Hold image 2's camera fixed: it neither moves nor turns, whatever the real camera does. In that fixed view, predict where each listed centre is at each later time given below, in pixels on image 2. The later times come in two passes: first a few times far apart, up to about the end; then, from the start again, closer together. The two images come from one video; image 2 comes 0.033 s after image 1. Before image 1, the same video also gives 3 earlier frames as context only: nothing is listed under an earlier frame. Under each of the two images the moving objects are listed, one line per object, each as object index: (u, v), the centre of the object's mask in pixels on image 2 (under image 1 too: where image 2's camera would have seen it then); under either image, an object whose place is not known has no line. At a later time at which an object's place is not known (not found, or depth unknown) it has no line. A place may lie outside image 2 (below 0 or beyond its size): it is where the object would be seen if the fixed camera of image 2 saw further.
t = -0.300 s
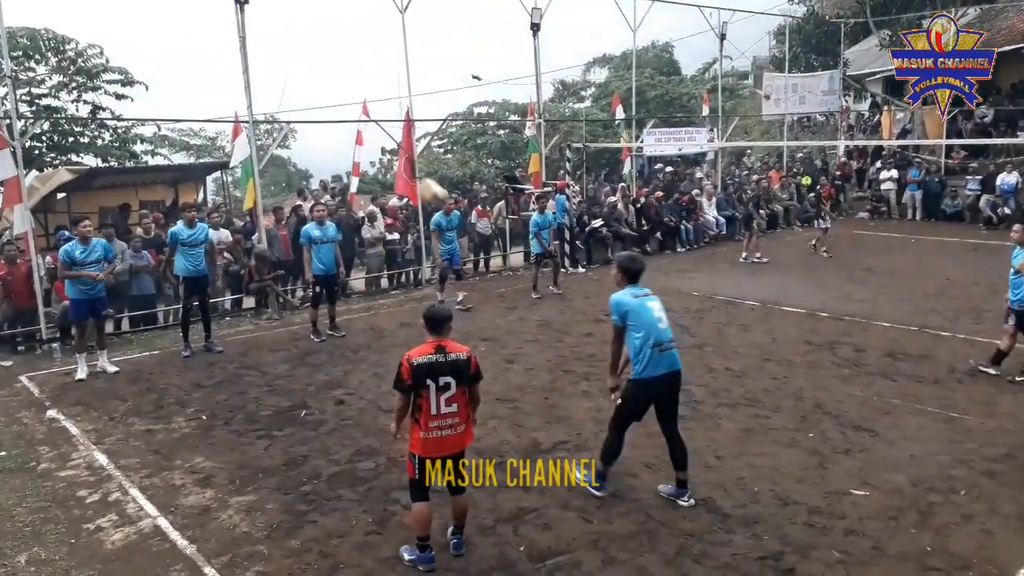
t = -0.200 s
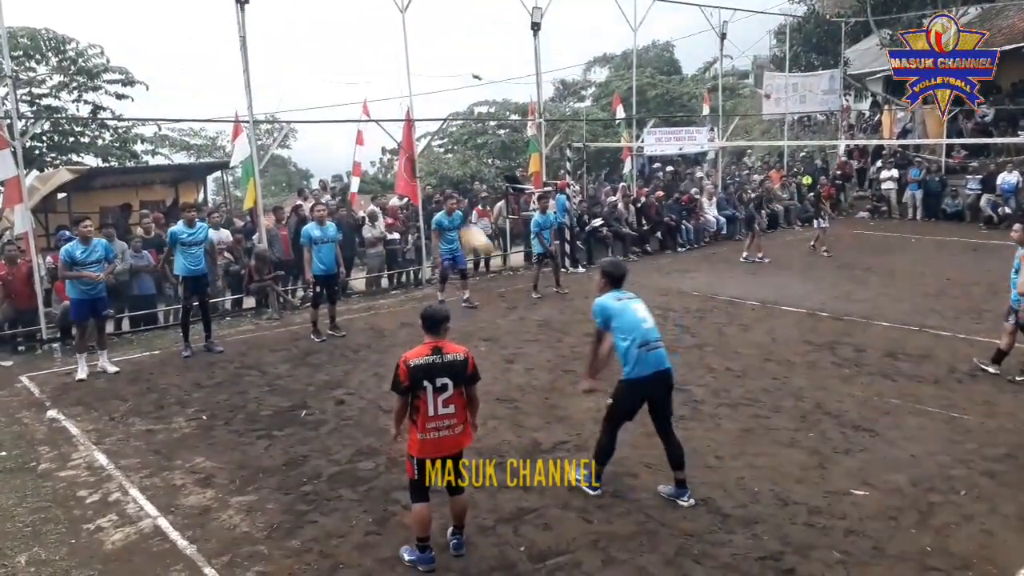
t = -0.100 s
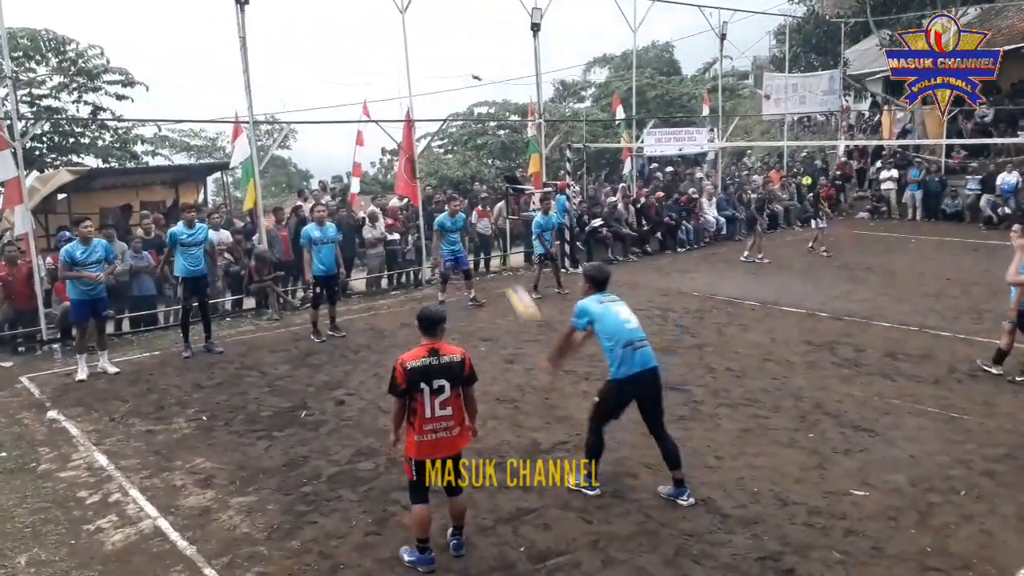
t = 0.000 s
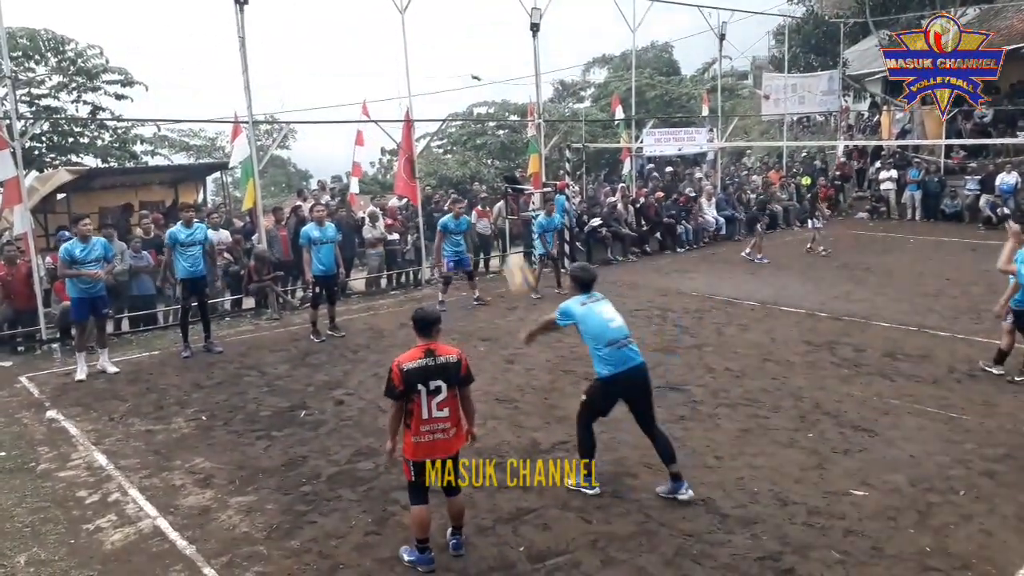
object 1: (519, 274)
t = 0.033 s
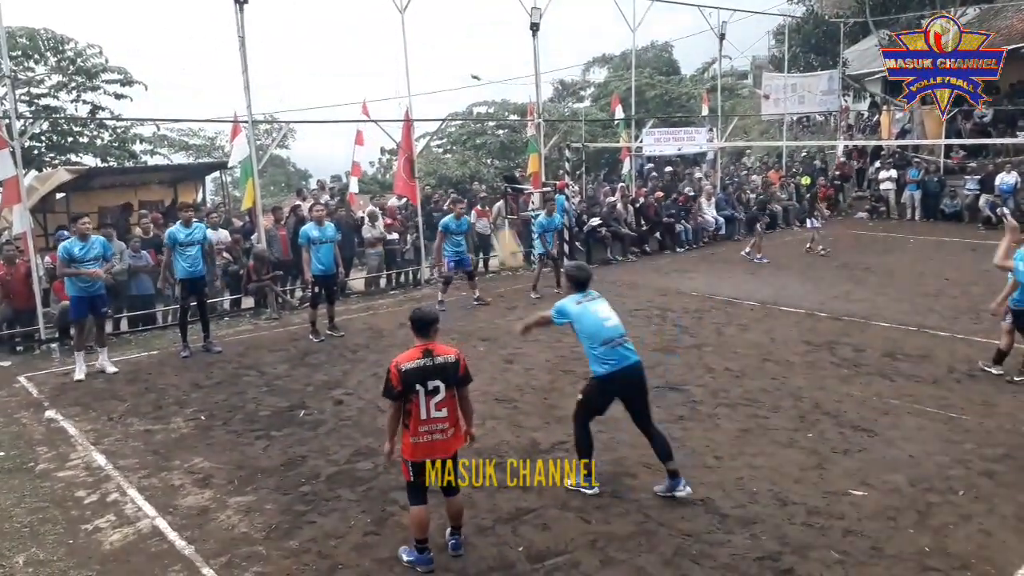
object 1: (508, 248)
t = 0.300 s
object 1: (433, 94)
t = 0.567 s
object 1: (378, 39)
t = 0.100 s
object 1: (486, 191)
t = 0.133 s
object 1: (477, 174)
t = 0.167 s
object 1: (467, 150)
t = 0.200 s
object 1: (461, 135)
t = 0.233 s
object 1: (451, 120)
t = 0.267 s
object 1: (441, 107)
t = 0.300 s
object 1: (433, 94)
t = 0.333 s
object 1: (426, 83)
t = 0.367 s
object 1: (418, 71)
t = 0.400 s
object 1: (410, 63)
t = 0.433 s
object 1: (403, 54)
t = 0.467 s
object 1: (397, 49)
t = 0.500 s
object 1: (391, 44)
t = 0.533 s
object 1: (384, 42)
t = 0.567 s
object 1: (378, 39)
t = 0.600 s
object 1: (373, 39)
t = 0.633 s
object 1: (366, 39)
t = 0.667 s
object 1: (361, 41)
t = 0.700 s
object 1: (356, 43)
